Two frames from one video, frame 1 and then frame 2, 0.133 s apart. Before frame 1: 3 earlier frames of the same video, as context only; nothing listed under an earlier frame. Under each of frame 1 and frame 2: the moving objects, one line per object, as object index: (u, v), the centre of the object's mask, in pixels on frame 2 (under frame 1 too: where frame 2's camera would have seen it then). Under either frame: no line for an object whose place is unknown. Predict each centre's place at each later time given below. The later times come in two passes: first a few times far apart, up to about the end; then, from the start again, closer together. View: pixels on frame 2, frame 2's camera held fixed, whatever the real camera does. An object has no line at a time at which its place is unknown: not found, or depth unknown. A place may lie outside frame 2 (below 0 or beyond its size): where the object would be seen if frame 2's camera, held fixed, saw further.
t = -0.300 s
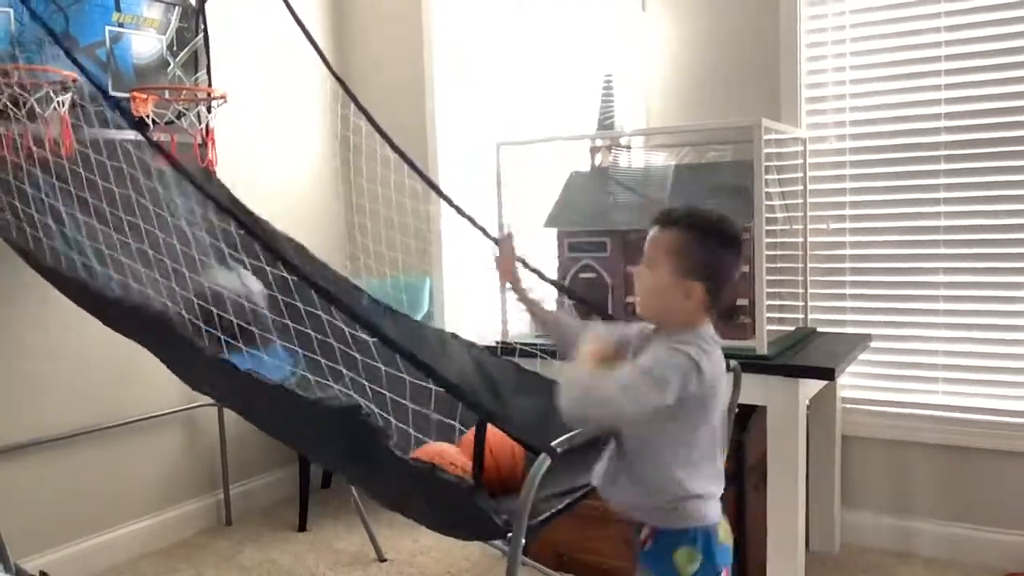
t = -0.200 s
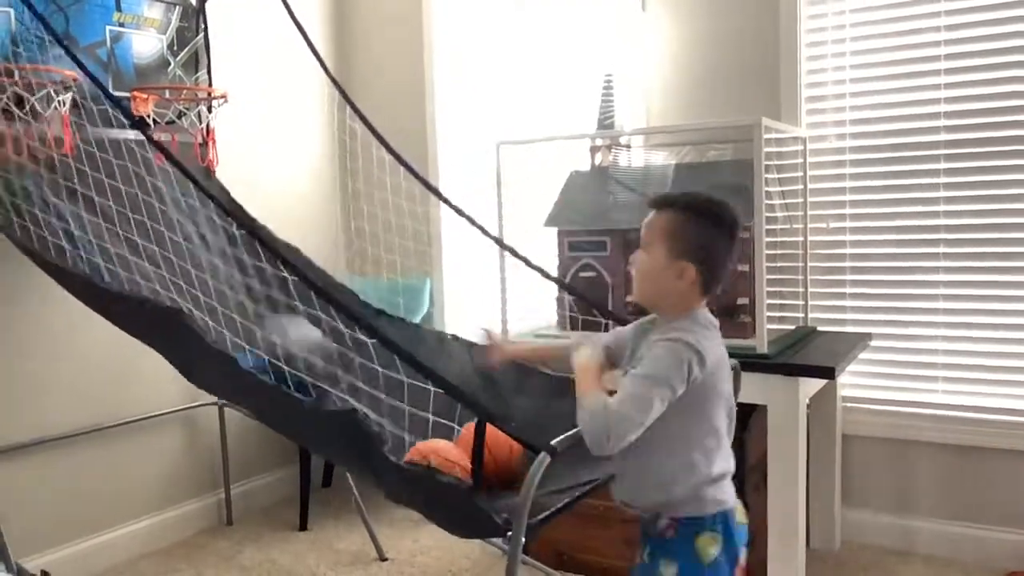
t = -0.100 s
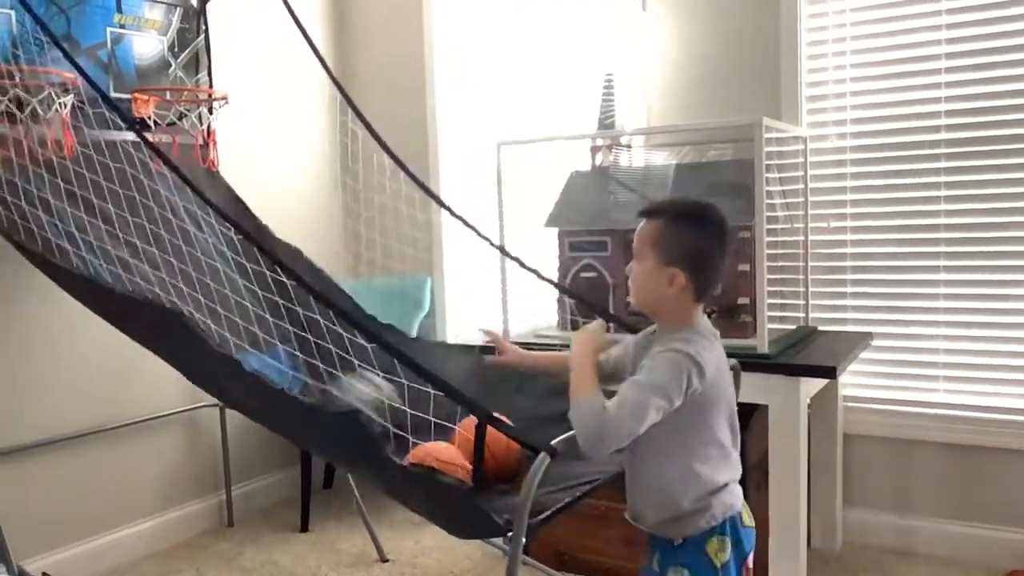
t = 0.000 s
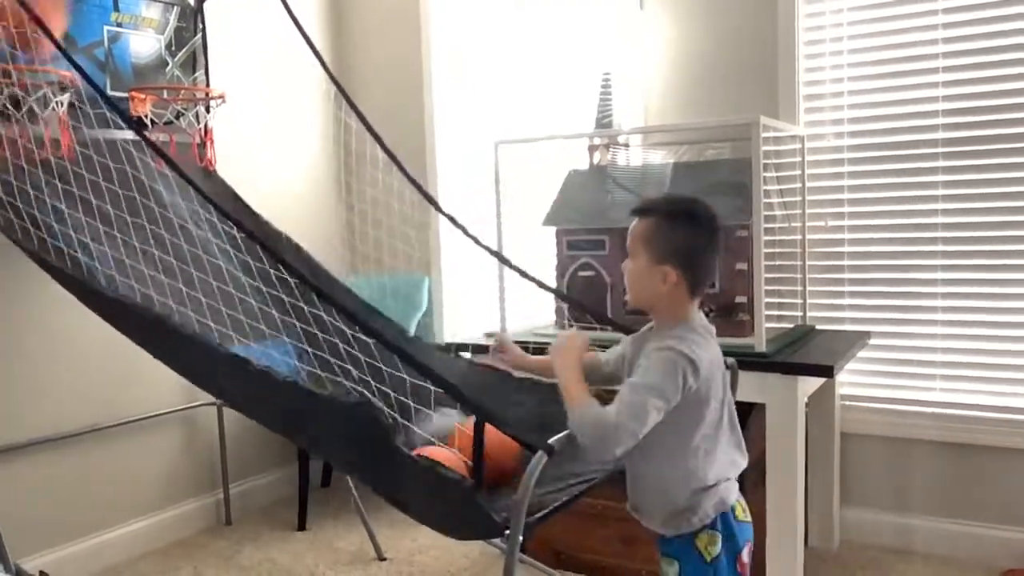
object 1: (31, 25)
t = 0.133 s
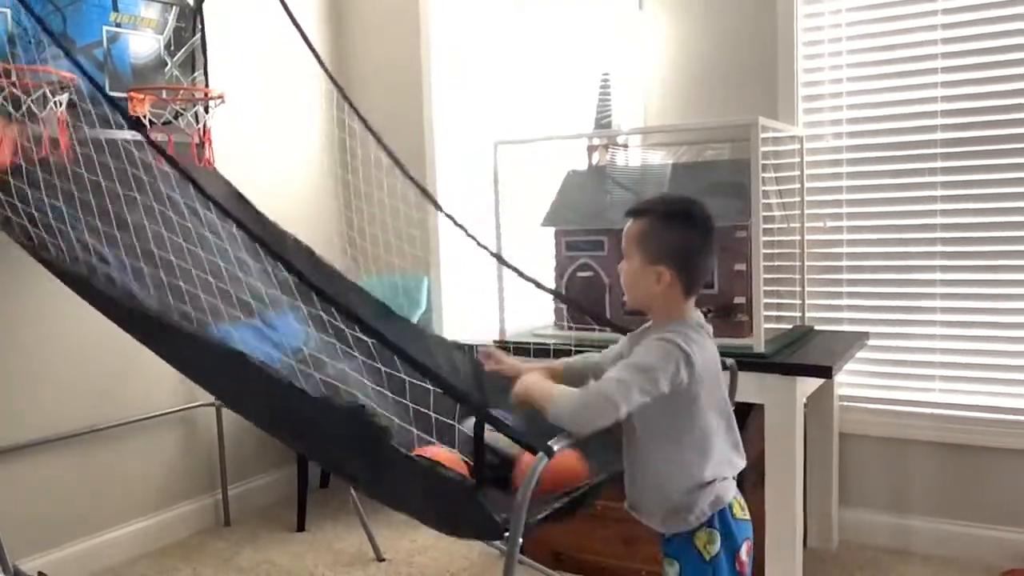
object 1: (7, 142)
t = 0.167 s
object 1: (4, 162)
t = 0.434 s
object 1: (39, 246)
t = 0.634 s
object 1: (191, 322)
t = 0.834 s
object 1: (362, 434)
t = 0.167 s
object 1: (4, 162)
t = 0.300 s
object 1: (3, 220)
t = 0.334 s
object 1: (9, 224)
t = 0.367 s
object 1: (18, 232)
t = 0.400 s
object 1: (27, 239)
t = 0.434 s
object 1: (39, 246)
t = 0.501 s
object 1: (81, 262)
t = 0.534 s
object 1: (109, 280)
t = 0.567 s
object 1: (137, 294)
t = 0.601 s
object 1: (163, 308)
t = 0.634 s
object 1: (191, 322)
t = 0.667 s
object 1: (220, 338)
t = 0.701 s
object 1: (248, 356)
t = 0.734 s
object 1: (273, 373)
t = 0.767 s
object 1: (298, 389)
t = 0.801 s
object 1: (329, 410)
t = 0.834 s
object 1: (362, 434)
